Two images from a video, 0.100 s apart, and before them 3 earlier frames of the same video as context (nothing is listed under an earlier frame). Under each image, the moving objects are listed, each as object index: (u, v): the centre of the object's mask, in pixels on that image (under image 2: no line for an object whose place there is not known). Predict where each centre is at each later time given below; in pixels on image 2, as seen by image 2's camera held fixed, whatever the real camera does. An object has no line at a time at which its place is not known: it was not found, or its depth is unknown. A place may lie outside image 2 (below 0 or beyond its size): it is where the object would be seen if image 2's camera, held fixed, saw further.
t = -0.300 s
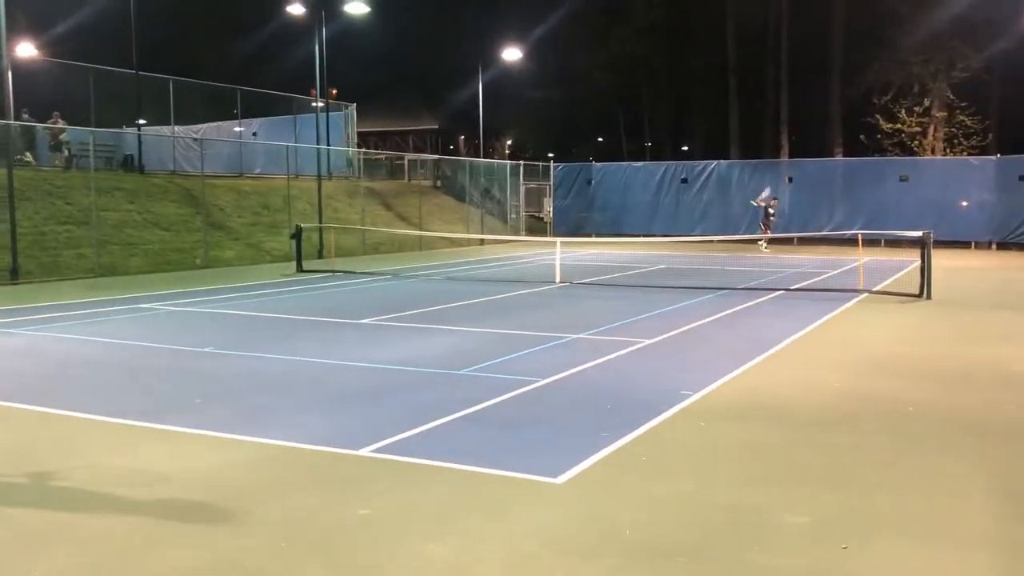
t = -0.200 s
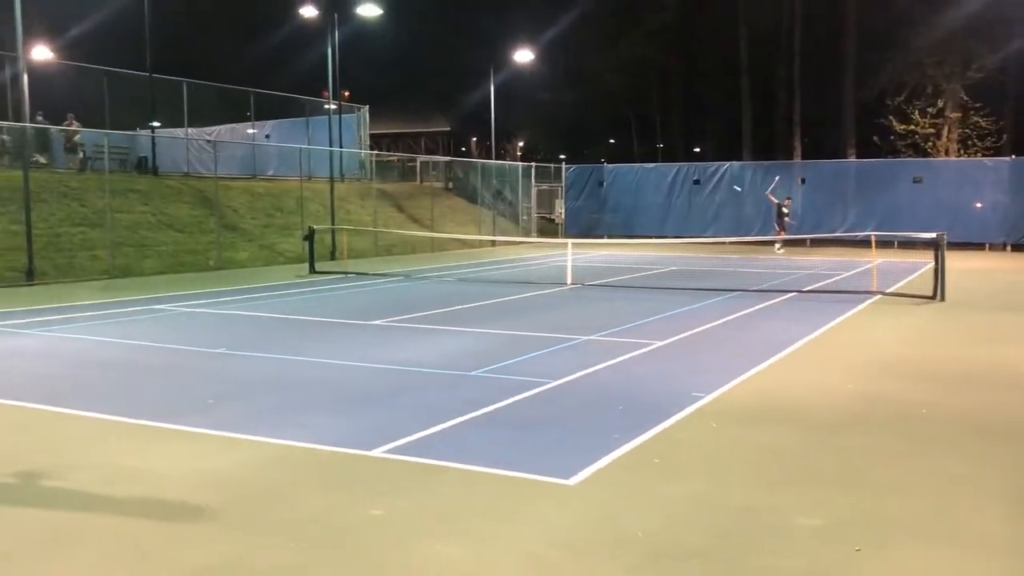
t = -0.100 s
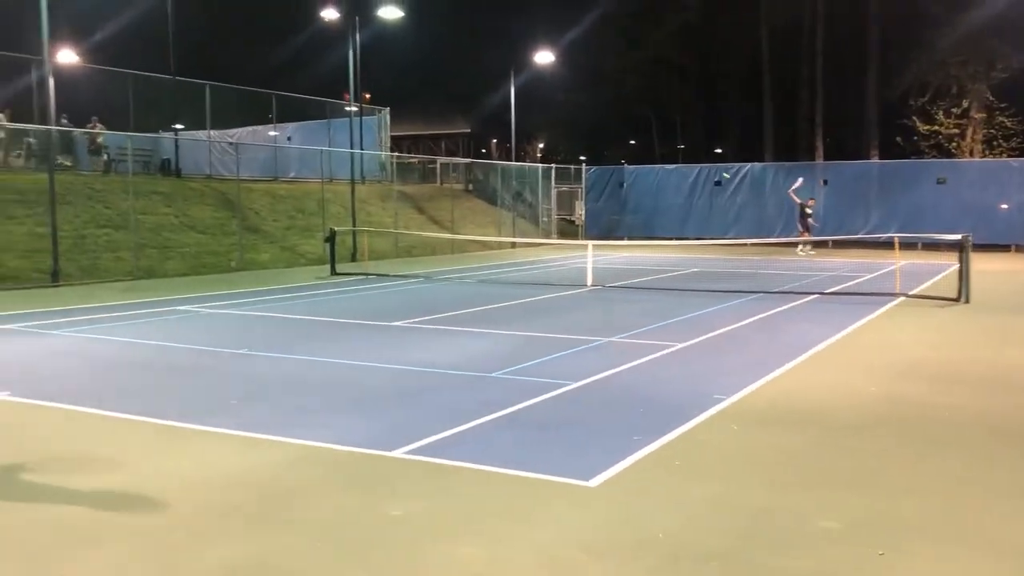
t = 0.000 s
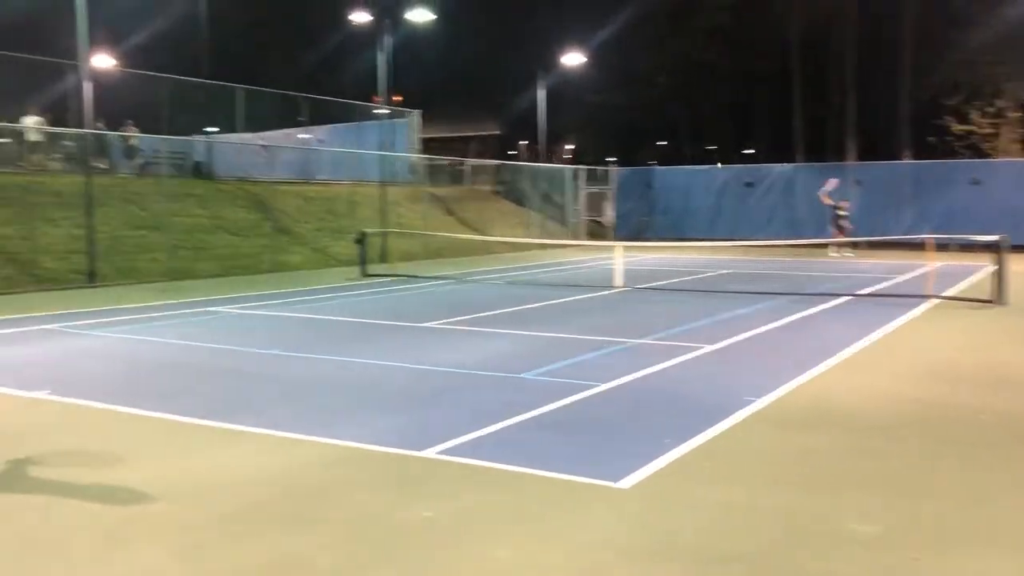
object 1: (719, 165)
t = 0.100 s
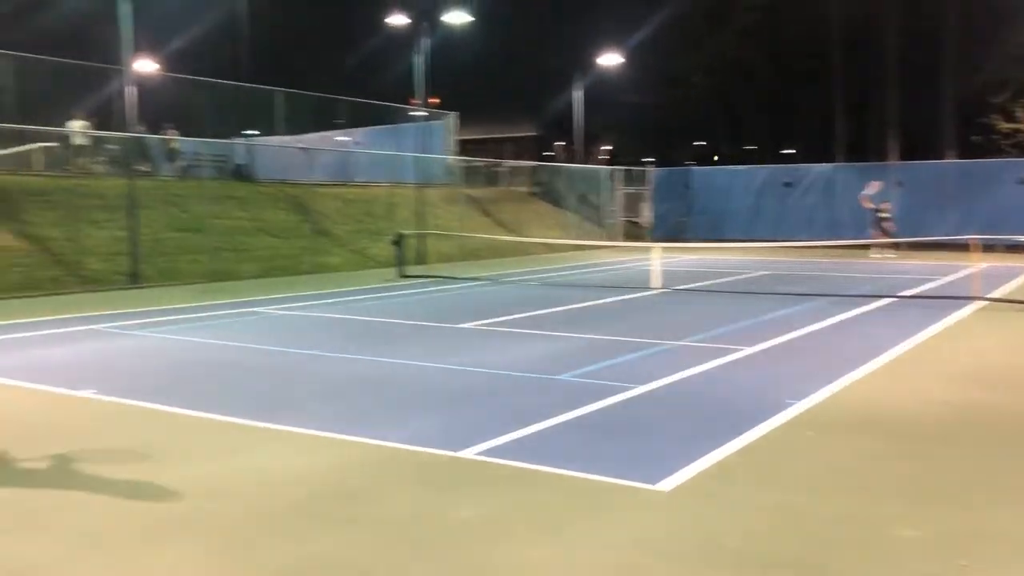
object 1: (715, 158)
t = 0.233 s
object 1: (653, 155)
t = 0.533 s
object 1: (460, 196)
